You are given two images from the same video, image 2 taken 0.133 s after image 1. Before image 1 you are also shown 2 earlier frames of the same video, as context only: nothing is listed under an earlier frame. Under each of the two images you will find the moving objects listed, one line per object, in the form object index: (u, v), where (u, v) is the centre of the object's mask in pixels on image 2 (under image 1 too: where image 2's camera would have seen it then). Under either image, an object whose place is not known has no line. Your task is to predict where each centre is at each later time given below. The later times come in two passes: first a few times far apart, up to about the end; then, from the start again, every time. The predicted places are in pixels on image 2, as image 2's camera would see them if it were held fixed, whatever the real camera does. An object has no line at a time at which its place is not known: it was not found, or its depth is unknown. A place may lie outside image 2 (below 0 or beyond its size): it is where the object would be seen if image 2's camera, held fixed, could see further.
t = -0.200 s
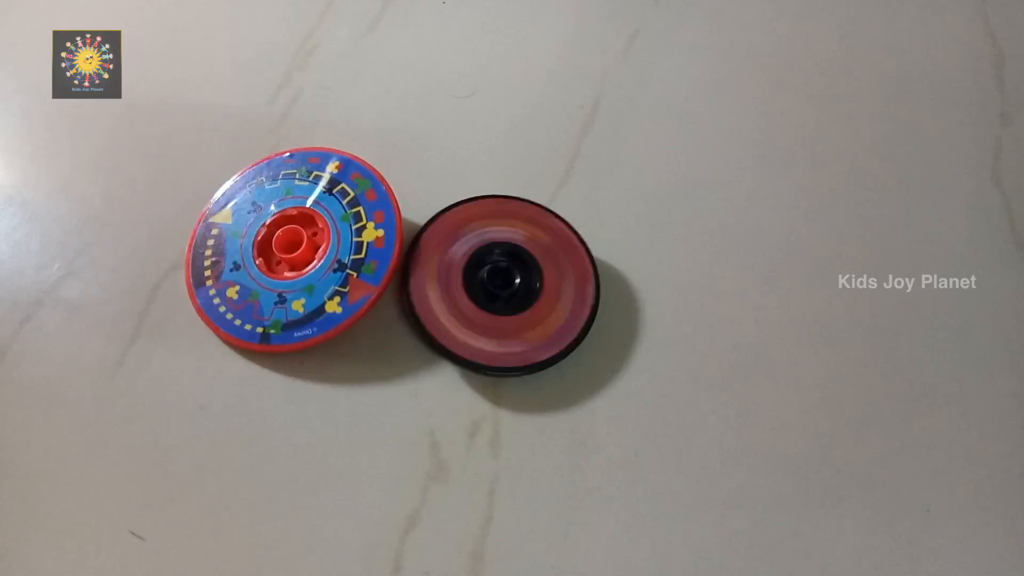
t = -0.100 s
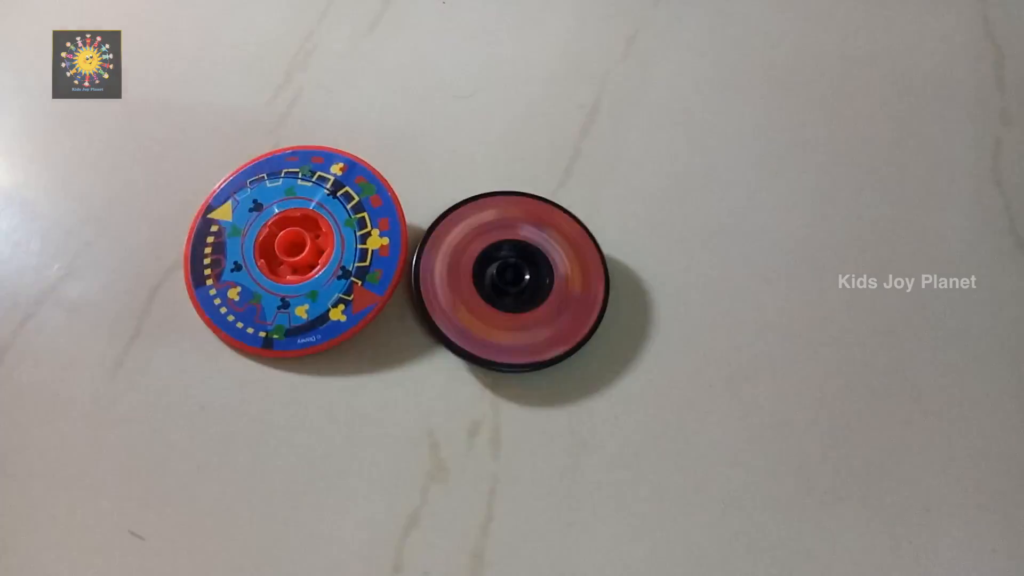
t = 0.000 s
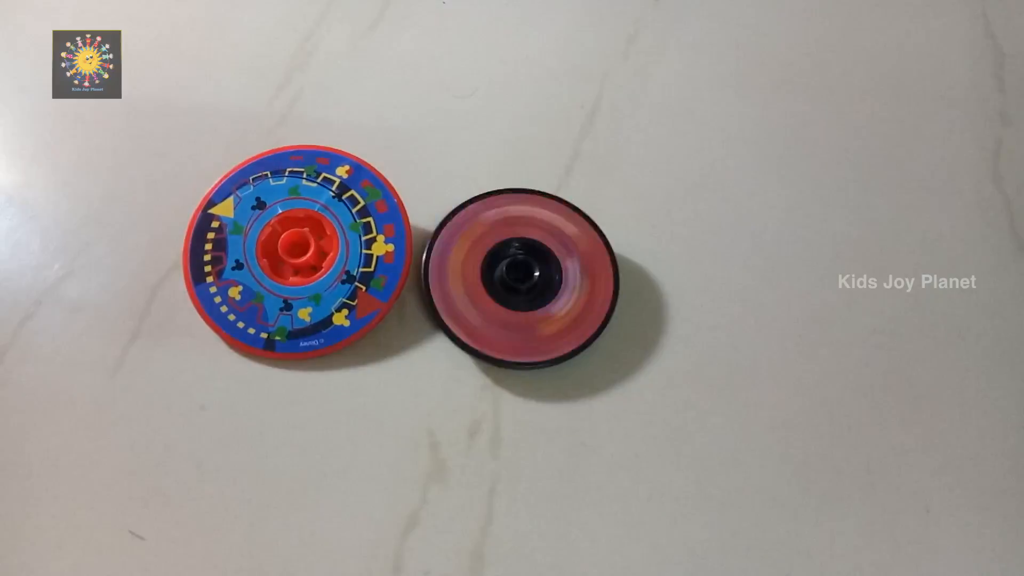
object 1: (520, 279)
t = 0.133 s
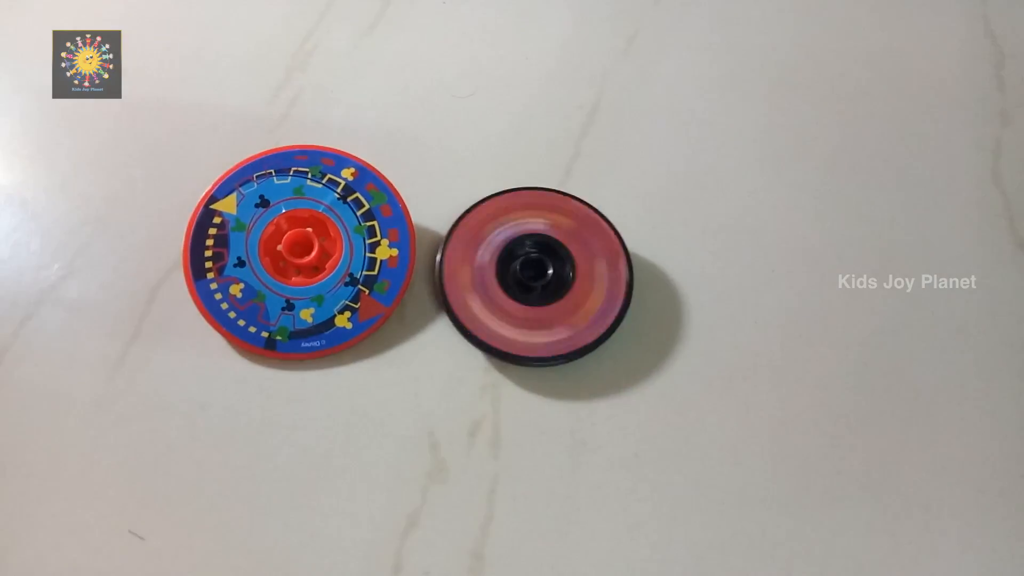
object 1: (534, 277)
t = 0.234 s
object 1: (545, 278)
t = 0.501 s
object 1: (571, 287)
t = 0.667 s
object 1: (584, 297)
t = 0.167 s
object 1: (538, 277)
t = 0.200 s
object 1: (540, 277)
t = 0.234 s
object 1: (545, 278)
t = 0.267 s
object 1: (548, 278)
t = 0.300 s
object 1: (551, 278)
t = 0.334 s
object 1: (555, 280)
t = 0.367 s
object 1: (557, 281)
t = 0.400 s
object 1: (562, 282)
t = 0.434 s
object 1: (564, 283)
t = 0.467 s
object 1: (567, 285)
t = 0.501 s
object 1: (571, 287)
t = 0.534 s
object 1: (573, 288)
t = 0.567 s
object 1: (577, 290)
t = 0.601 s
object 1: (579, 293)
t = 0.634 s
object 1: (581, 294)
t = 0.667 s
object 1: (584, 297)
